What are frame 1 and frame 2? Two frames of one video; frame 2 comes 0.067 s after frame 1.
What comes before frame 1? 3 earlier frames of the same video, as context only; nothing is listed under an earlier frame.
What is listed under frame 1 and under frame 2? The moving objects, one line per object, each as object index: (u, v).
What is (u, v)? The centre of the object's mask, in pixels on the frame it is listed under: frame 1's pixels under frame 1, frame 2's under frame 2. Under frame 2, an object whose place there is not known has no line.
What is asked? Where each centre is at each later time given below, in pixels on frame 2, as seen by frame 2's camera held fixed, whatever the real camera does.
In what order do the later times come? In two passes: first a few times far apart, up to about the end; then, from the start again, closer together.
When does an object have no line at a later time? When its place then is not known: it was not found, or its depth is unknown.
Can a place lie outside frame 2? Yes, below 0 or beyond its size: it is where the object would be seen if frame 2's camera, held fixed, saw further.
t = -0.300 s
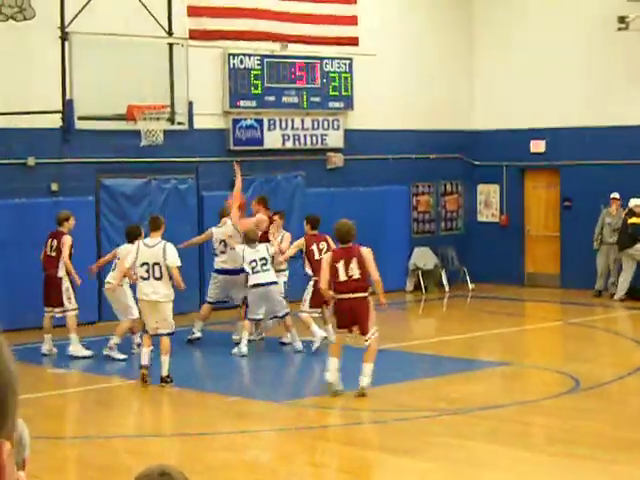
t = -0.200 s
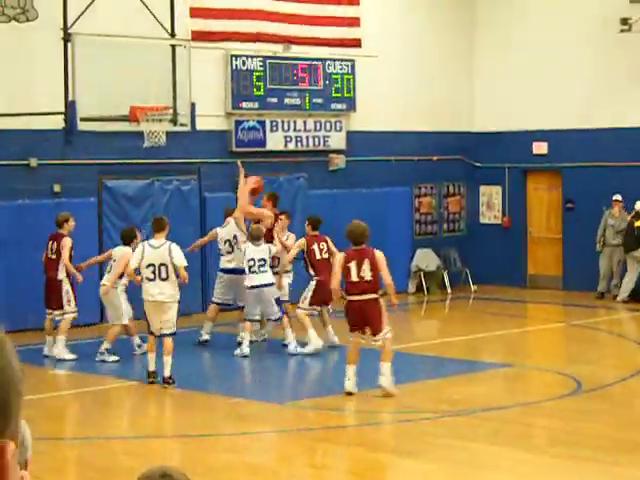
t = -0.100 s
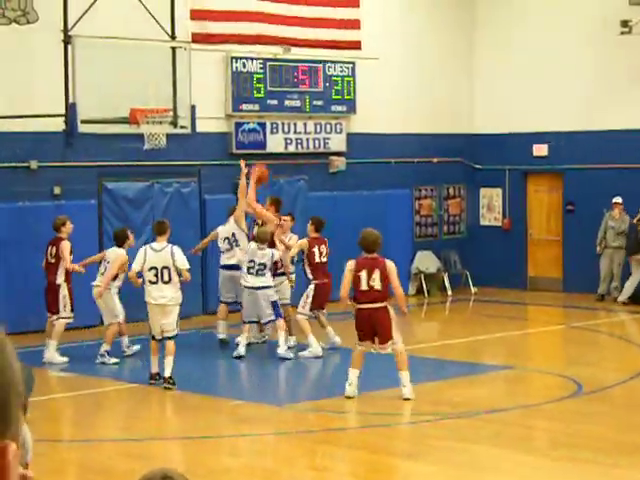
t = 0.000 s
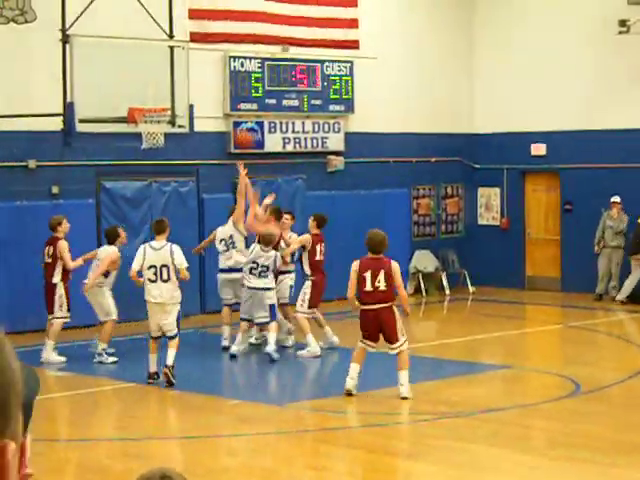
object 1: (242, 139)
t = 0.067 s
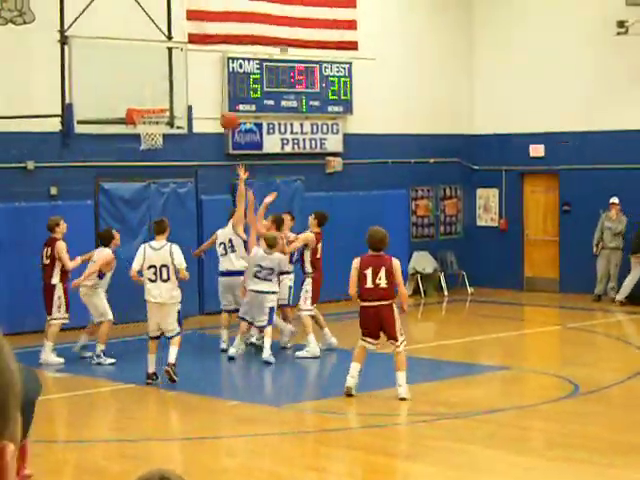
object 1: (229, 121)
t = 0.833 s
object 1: (154, 110)
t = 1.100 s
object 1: (146, 144)
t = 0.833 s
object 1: (154, 110)
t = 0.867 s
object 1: (154, 111)
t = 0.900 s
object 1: (154, 113)
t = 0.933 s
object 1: (153, 116)
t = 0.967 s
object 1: (152, 118)
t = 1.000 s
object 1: (151, 123)
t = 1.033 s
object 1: (148, 130)
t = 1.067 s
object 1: (148, 137)
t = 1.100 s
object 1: (146, 144)
